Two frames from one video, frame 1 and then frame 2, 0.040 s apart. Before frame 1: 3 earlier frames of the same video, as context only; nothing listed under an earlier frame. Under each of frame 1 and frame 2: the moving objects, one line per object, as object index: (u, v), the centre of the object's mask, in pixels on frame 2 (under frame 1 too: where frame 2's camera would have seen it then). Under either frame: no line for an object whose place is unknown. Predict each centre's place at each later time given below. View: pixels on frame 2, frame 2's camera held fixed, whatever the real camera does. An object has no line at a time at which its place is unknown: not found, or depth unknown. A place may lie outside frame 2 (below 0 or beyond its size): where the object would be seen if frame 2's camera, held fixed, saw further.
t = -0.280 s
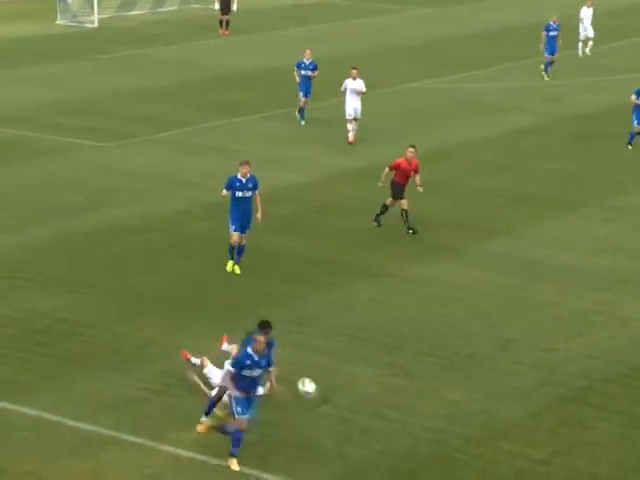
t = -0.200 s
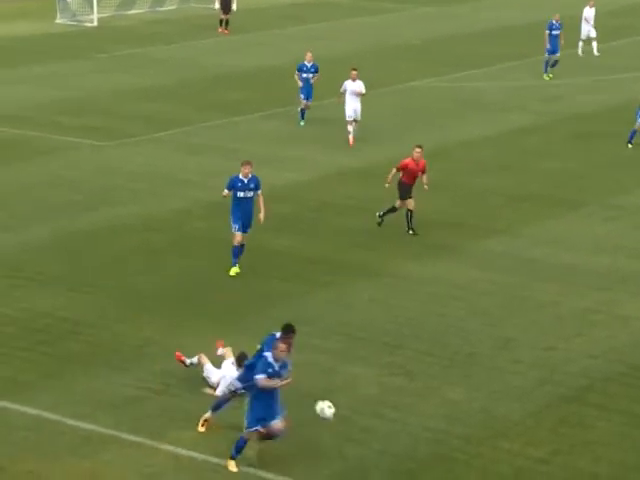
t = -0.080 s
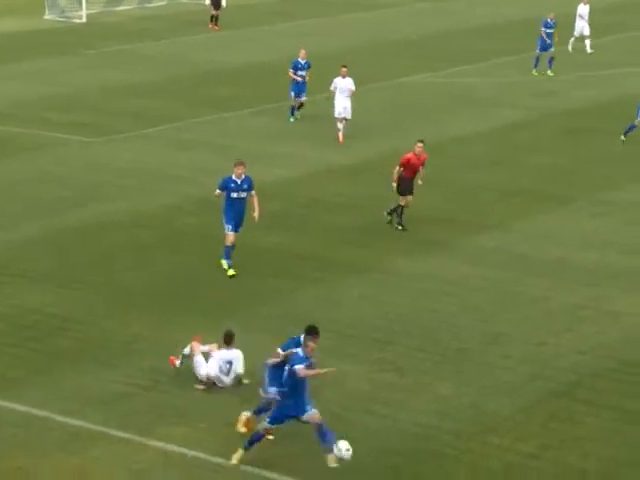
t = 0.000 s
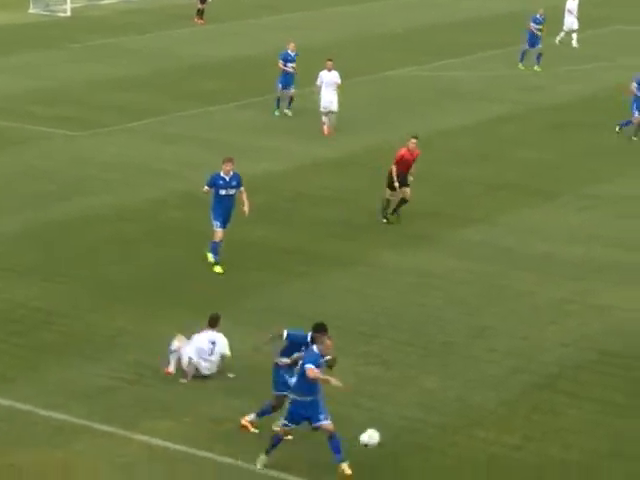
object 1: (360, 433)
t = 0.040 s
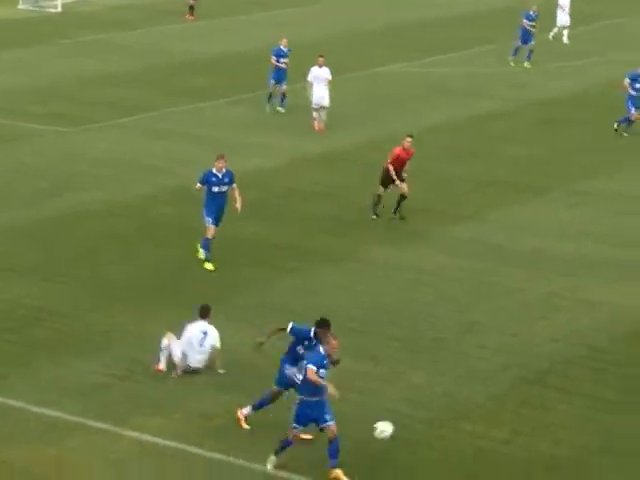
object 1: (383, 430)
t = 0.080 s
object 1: (406, 427)
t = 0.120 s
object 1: (430, 427)
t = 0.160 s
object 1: (454, 426)
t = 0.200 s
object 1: (477, 428)
